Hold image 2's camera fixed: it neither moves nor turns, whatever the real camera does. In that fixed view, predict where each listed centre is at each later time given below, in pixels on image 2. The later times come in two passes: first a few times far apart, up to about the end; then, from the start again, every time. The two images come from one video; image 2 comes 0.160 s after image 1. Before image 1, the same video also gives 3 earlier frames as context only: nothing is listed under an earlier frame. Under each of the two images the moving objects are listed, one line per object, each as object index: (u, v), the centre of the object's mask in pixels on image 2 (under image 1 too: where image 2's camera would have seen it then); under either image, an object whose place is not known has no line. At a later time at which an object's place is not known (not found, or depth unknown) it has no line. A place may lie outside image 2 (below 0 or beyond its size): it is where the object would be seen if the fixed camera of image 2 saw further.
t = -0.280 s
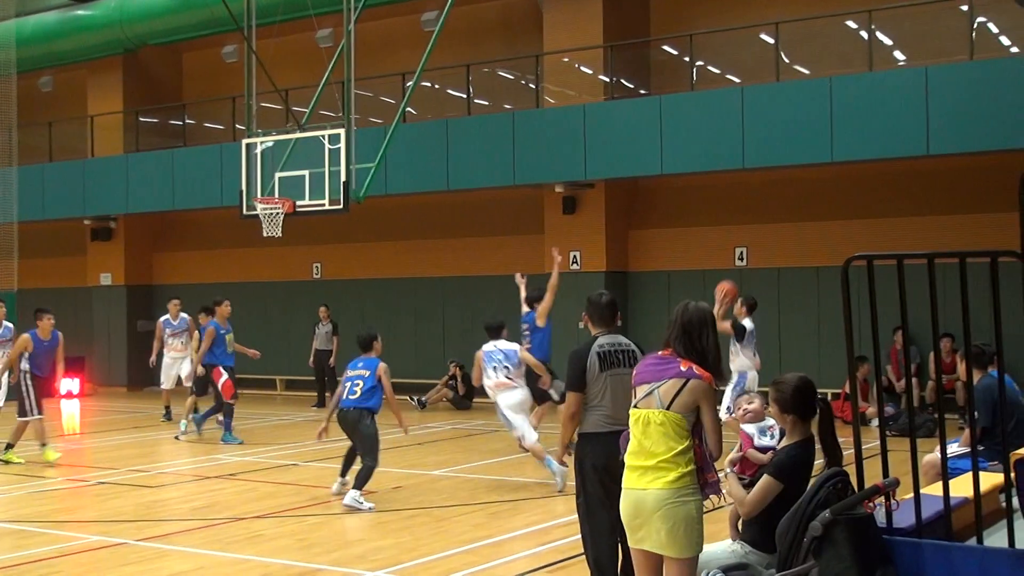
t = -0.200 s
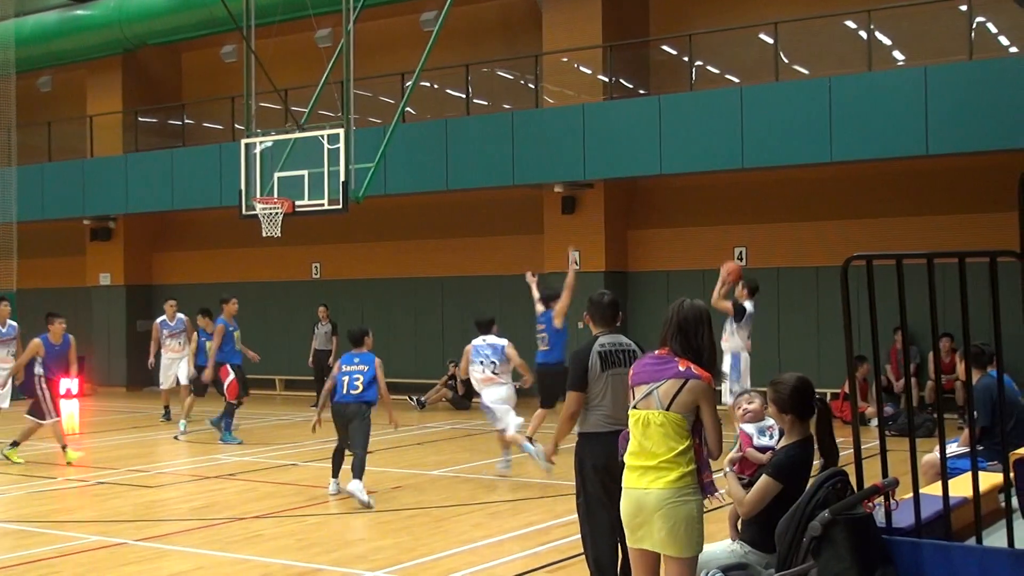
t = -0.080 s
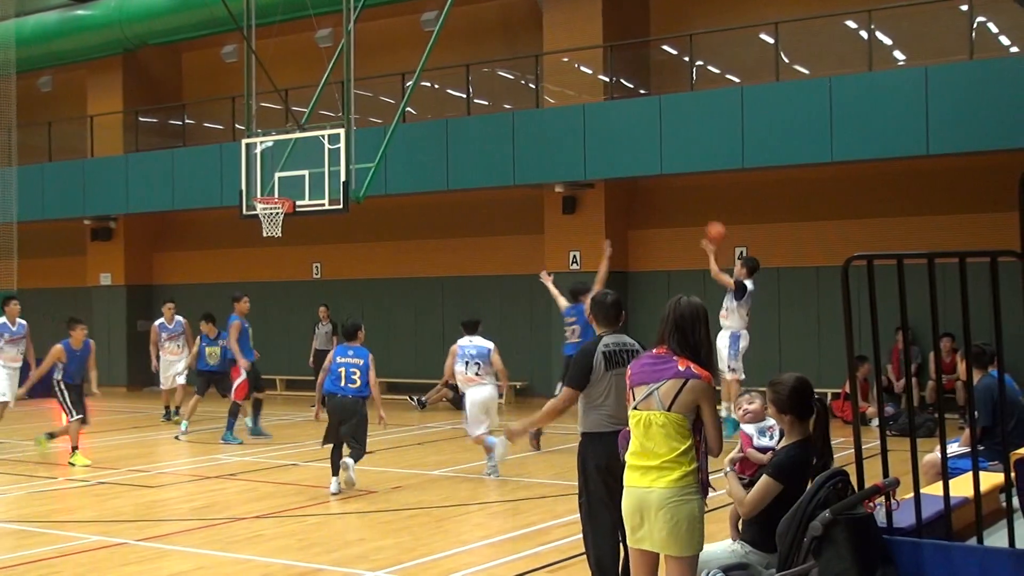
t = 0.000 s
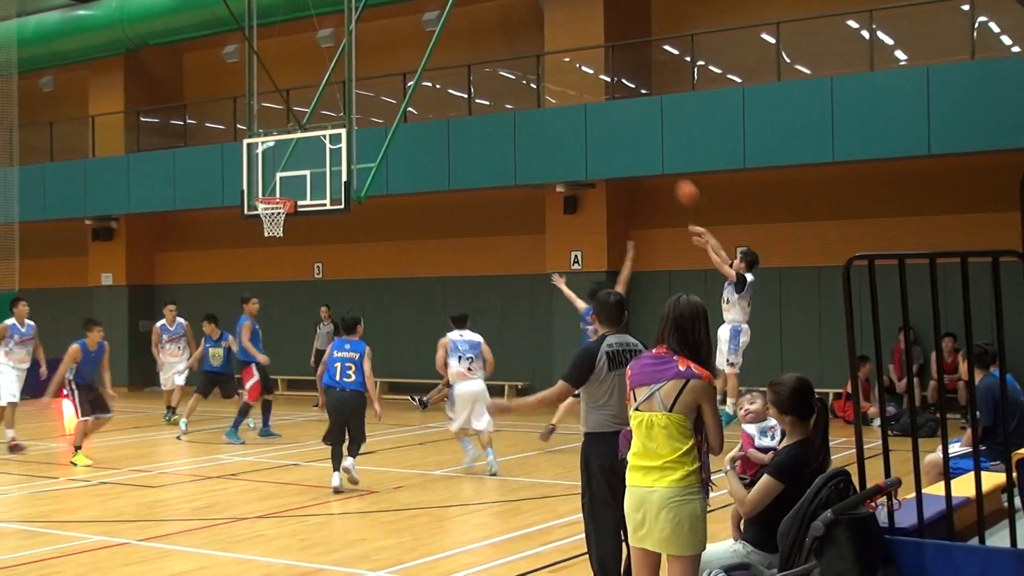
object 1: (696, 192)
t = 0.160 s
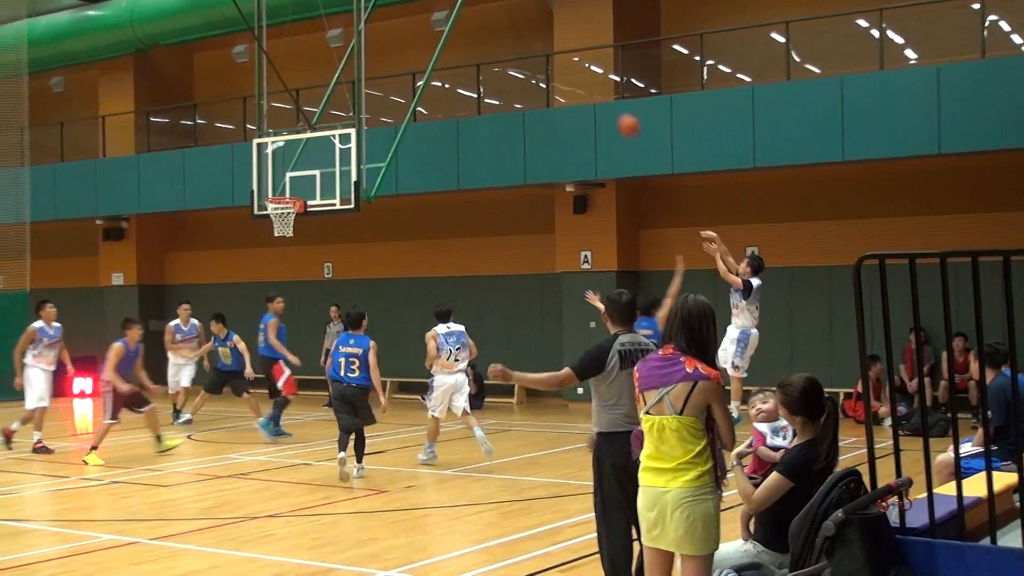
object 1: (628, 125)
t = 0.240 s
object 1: (596, 101)
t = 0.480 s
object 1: (505, 64)
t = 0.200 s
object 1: (612, 113)
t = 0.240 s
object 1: (596, 101)
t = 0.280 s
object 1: (581, 92)
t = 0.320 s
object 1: (564, 83)
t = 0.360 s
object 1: (550, 76)
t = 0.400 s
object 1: (535, 71)
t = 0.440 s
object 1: (519, 67)
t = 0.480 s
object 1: (505, 64)
